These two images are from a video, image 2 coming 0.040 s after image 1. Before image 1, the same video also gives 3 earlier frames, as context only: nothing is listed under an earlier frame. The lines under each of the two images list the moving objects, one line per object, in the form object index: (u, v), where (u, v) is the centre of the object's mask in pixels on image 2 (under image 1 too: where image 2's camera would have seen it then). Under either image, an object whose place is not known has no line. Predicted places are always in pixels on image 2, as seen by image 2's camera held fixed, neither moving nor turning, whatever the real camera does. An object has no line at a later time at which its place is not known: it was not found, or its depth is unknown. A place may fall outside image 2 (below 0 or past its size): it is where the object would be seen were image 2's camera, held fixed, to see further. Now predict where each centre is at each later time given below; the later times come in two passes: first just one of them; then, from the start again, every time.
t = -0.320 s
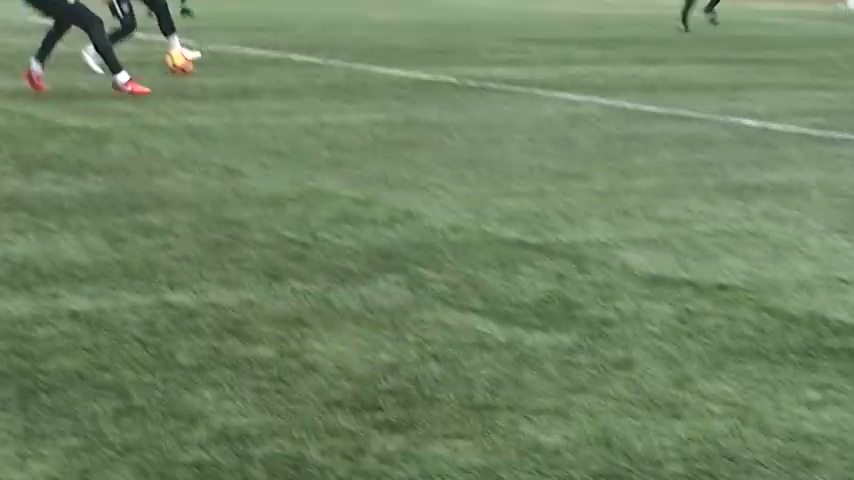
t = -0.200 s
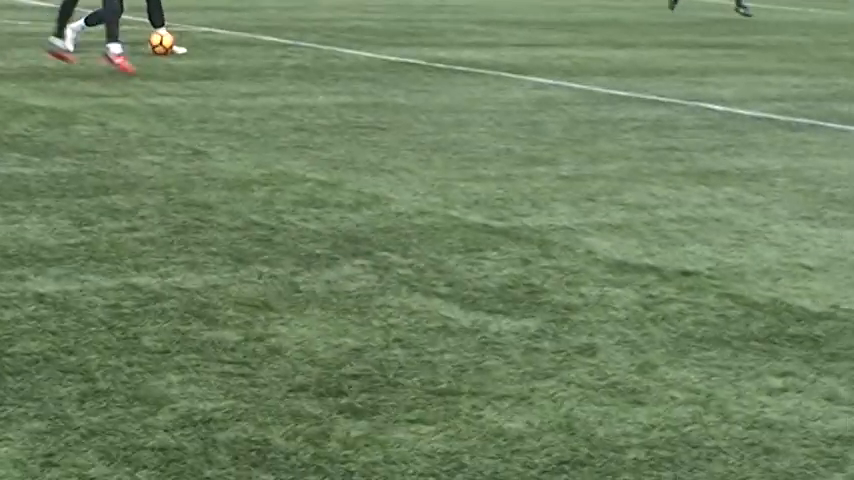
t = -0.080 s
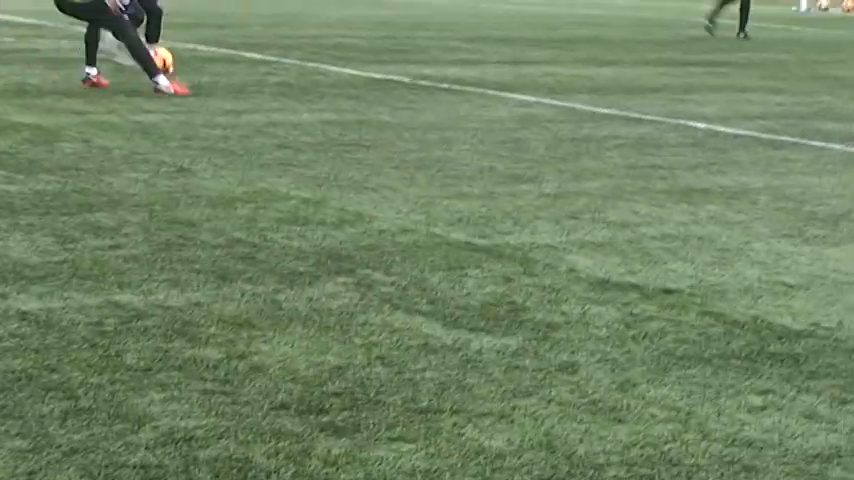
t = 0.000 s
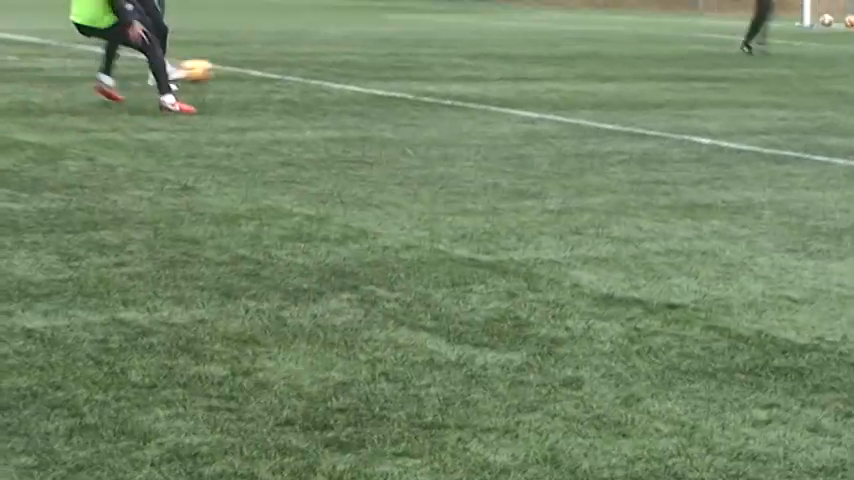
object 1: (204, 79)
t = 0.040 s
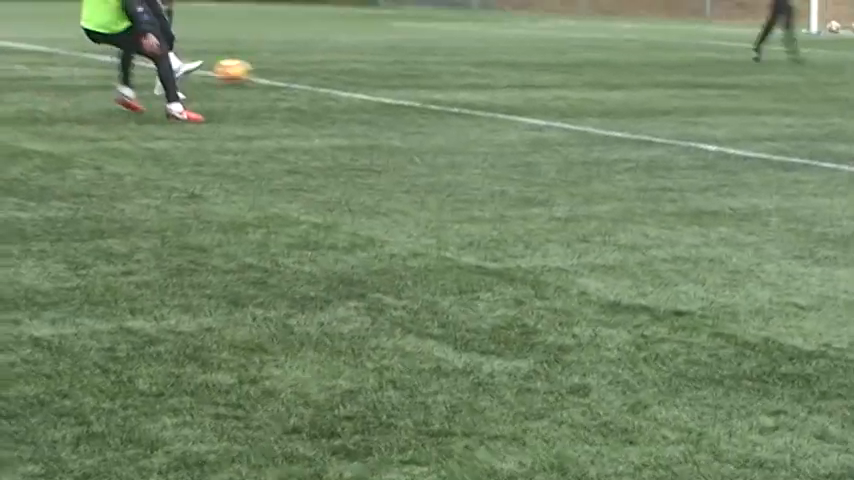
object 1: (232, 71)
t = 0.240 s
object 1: (395, 56)
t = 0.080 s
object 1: (263, 65)
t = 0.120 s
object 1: (295, 61)
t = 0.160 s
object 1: (328, 57)
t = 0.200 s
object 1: (362, 56)
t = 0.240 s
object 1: (395, 56)
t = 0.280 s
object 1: (429, 60)
